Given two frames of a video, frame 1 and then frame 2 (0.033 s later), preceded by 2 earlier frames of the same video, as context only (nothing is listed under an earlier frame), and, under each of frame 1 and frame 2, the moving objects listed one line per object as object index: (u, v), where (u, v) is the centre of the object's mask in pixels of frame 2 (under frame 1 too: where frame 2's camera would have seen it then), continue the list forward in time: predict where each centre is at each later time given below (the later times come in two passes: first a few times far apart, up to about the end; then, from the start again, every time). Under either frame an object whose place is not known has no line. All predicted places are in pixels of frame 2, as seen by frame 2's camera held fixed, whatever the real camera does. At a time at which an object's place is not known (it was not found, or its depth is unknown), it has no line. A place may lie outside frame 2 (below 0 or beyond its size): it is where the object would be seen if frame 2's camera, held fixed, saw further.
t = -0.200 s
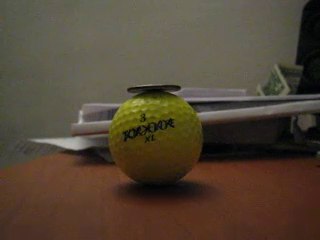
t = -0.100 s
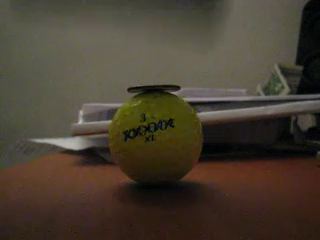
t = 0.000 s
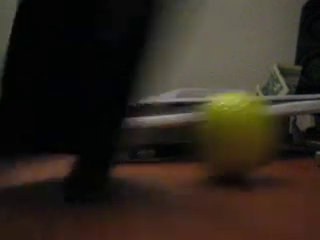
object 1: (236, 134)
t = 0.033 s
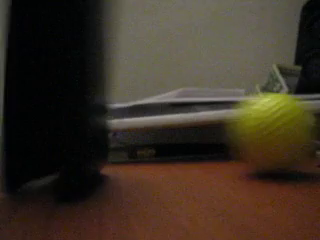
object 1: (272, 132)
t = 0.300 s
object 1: (250, 129)
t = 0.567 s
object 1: (198, 132)
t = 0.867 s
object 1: (112, 133)
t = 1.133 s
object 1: (21, 134)
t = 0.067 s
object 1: (295, 127)
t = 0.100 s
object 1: (296, 113)
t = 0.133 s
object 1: (296, 117)
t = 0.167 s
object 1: (290, 121)
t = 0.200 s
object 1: (281, 127)
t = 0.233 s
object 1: (270, 125)
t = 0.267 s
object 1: (260, 127)
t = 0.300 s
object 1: (250, 129)
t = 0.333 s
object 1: (242, 129)
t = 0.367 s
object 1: (236, 129)
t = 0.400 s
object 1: (232, 130)
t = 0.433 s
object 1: (225, 130)
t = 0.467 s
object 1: (219, 131)
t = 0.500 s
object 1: (212, 131)
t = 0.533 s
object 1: (205, 131)
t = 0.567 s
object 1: (198, 132)
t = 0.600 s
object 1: (190, 132)
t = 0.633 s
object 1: (181, 132)
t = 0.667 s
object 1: (172, 132)
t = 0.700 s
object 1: (163, 132)
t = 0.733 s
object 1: (153, 132)
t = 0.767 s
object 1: (144, 133)
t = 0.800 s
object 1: (134, 133)
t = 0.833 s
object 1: (123, 133)
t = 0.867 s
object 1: (112, 133)
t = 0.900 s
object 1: (100, 133)
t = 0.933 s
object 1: (89, 133)
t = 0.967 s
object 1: (76, 134)
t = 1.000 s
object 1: (63, 134)
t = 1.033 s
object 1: (51, 134)
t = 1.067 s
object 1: (36, 134)
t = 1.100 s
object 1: (28, 134)
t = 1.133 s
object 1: (21, 134)
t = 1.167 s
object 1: (14, 134)
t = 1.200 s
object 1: (9, 134)
